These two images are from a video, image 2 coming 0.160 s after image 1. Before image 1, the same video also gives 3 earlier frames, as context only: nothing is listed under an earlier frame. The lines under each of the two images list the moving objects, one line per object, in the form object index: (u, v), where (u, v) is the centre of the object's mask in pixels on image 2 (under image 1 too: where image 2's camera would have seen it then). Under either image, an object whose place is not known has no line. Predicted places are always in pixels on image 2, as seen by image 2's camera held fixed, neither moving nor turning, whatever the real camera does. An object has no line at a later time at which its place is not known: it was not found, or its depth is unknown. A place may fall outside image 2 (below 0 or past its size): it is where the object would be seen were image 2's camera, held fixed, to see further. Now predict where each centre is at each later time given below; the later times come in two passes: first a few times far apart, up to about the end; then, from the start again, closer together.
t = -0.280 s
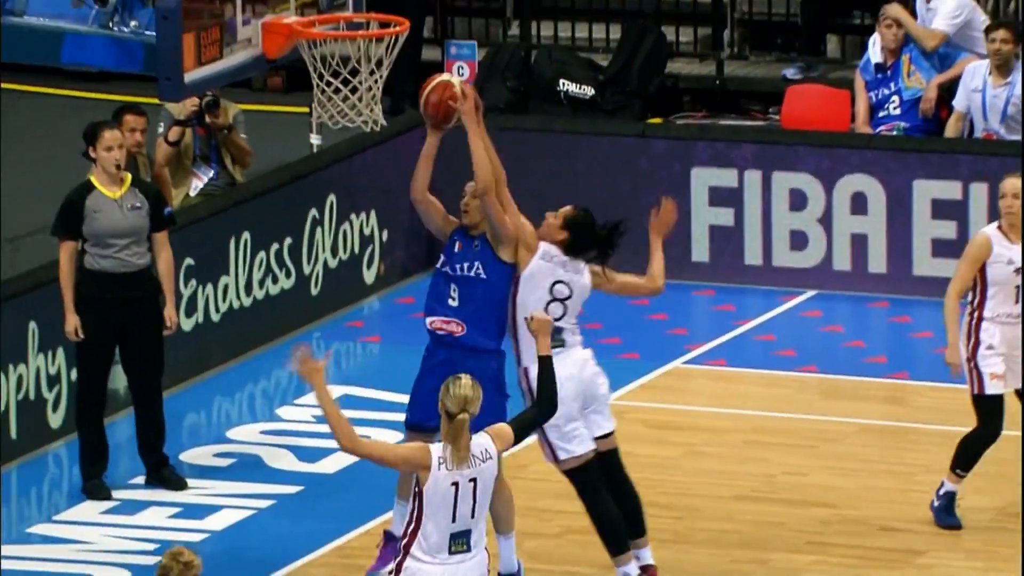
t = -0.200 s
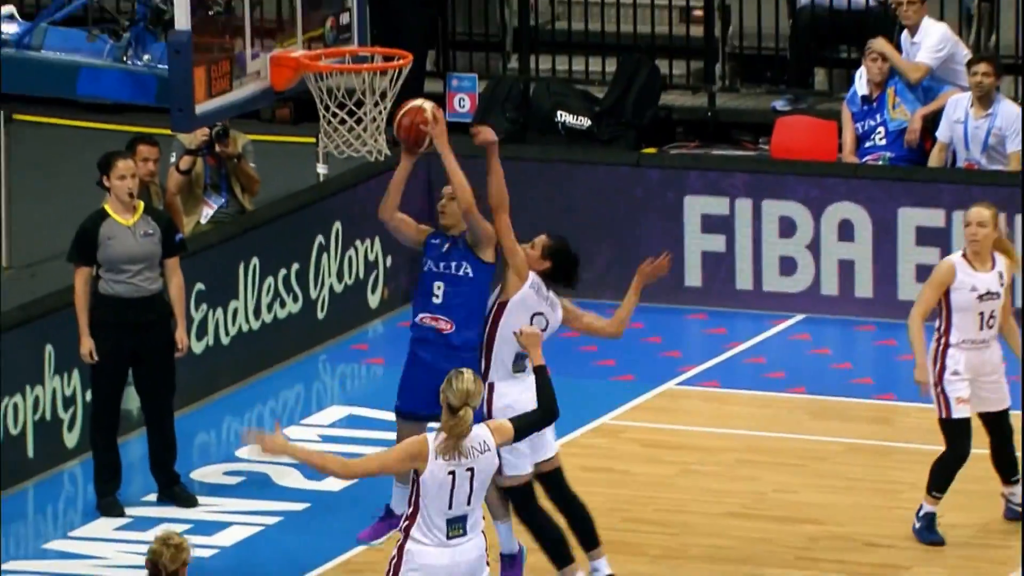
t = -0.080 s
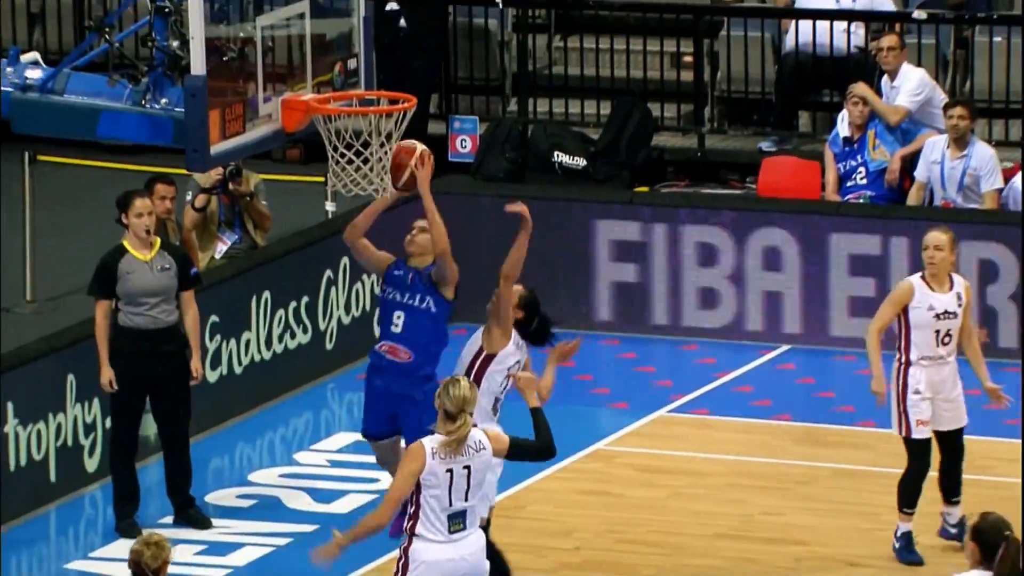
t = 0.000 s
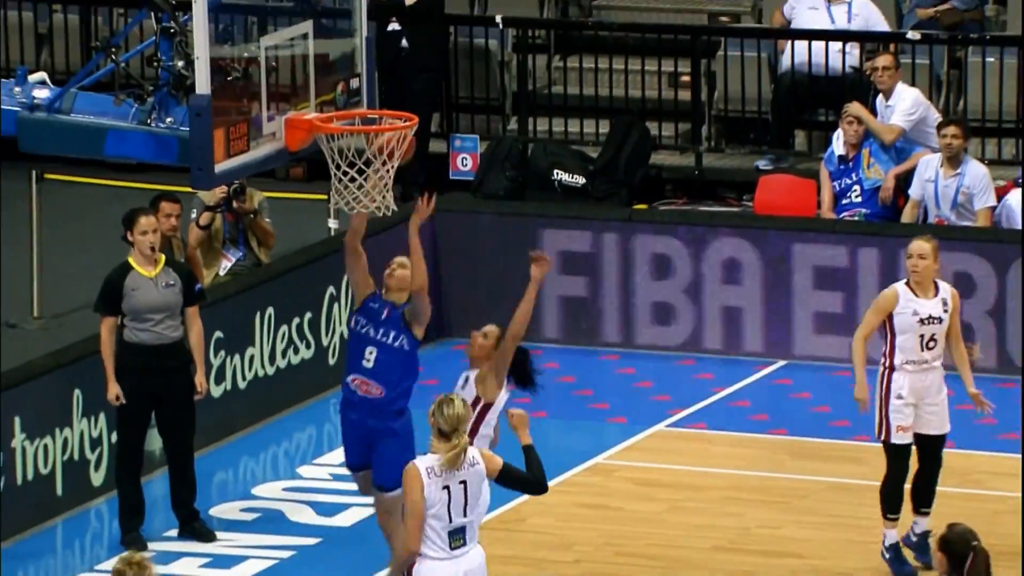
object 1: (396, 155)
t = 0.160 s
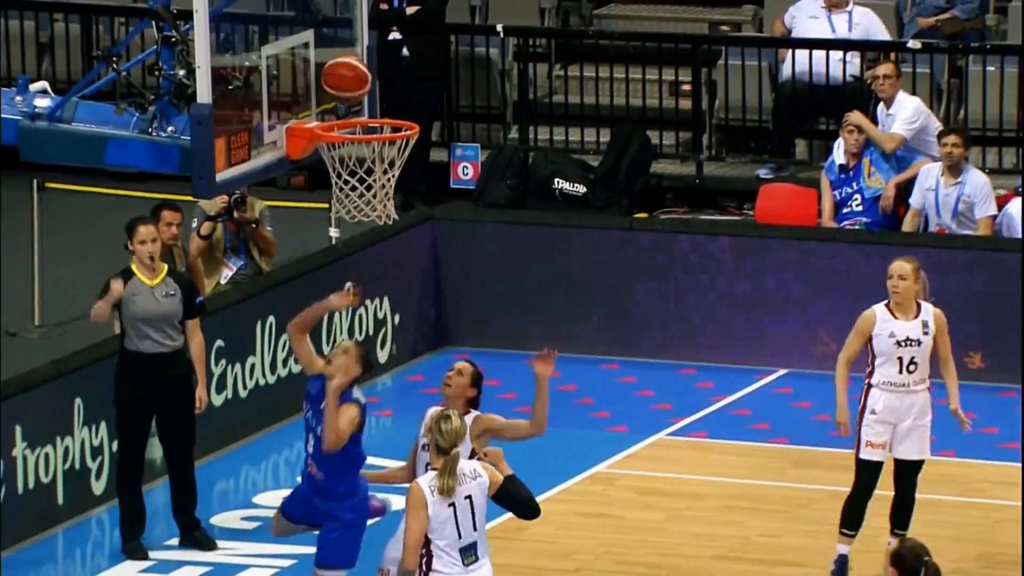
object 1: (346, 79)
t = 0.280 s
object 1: (348, 78)
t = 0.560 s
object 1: (367, 177)
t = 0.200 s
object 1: (347, 75)
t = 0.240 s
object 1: (347, 75)
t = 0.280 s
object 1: (348, 78)
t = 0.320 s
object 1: (349, 85)
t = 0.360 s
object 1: (349, 95)
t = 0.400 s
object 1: (350, 108)
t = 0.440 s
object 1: (352, 118)
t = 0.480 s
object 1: (354, 148)
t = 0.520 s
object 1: (359, 164)
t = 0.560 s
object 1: (367, 177)
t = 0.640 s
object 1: (380, 220)
